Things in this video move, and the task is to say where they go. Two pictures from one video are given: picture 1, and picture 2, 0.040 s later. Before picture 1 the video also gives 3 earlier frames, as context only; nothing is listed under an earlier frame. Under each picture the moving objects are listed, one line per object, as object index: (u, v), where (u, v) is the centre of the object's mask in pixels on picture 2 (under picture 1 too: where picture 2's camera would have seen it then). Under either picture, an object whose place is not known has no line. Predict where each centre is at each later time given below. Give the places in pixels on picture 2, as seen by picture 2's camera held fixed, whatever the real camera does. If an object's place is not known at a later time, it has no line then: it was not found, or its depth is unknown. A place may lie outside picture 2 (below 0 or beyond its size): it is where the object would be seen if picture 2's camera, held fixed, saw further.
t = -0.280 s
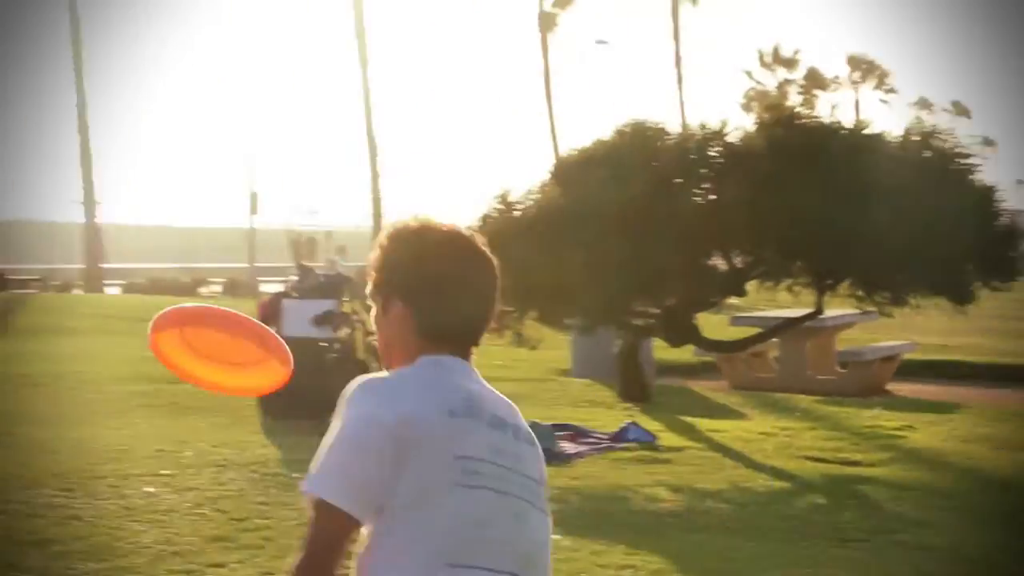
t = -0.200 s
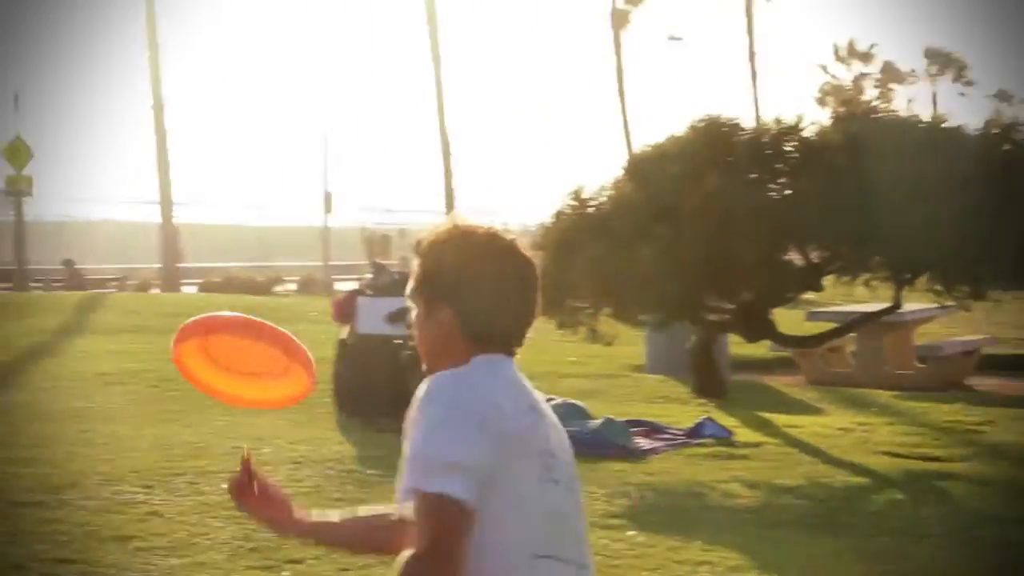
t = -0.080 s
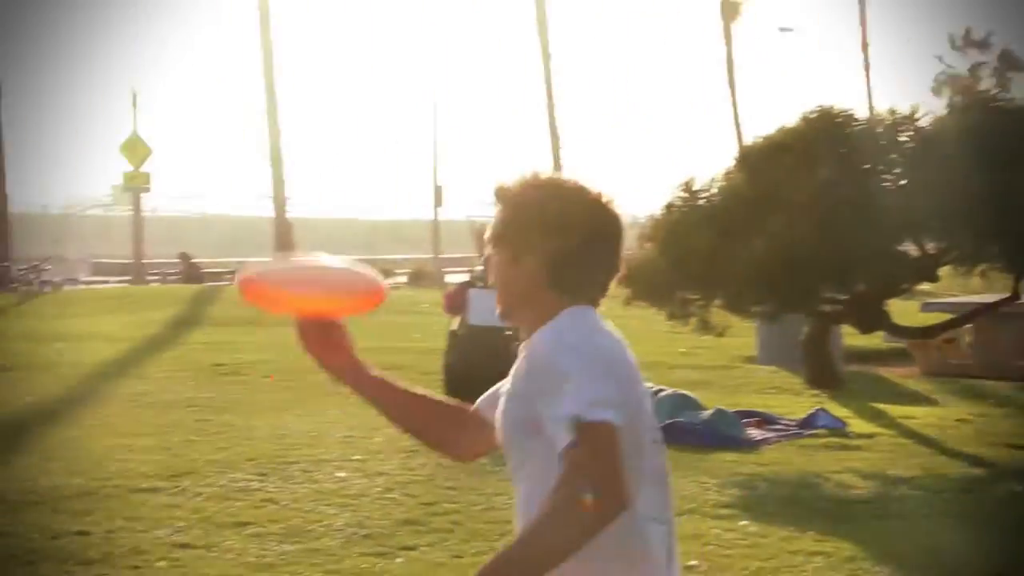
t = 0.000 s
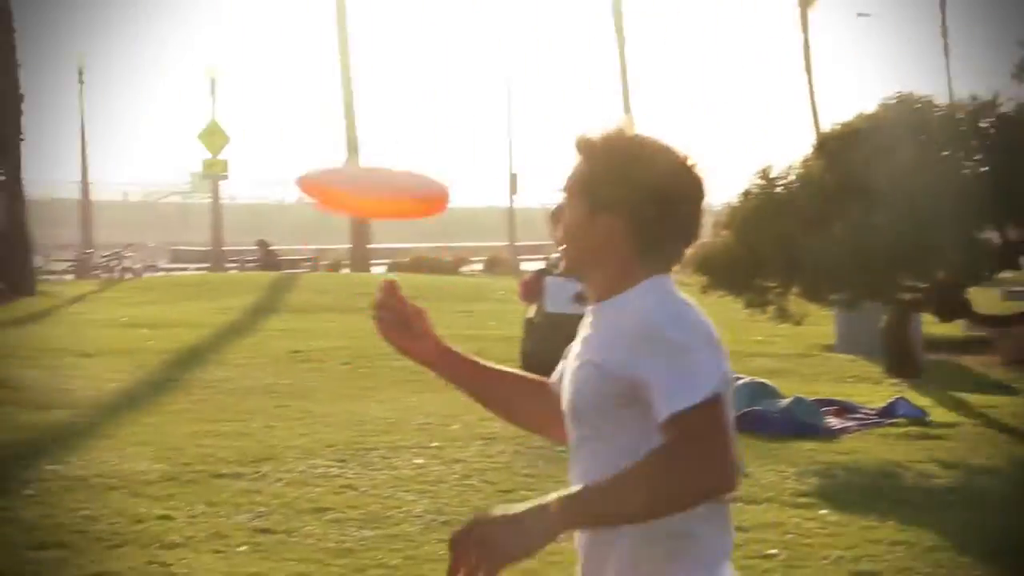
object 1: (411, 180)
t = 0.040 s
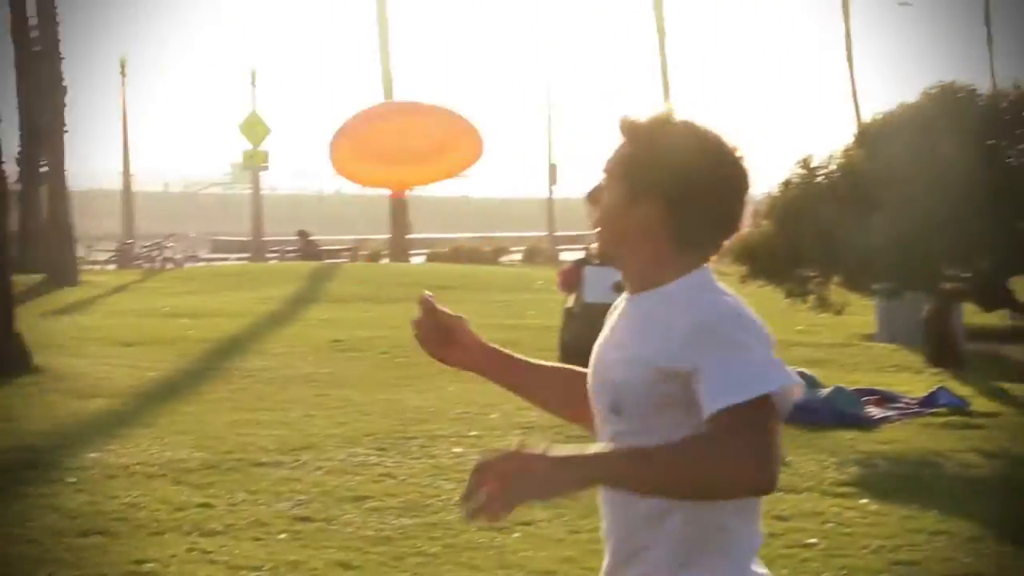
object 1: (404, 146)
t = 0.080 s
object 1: (406, 124)
